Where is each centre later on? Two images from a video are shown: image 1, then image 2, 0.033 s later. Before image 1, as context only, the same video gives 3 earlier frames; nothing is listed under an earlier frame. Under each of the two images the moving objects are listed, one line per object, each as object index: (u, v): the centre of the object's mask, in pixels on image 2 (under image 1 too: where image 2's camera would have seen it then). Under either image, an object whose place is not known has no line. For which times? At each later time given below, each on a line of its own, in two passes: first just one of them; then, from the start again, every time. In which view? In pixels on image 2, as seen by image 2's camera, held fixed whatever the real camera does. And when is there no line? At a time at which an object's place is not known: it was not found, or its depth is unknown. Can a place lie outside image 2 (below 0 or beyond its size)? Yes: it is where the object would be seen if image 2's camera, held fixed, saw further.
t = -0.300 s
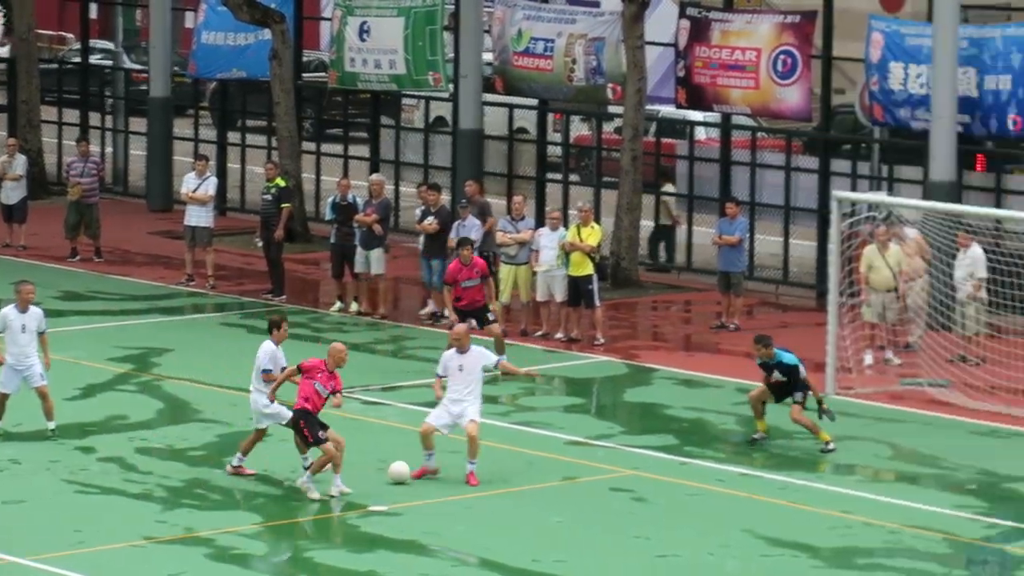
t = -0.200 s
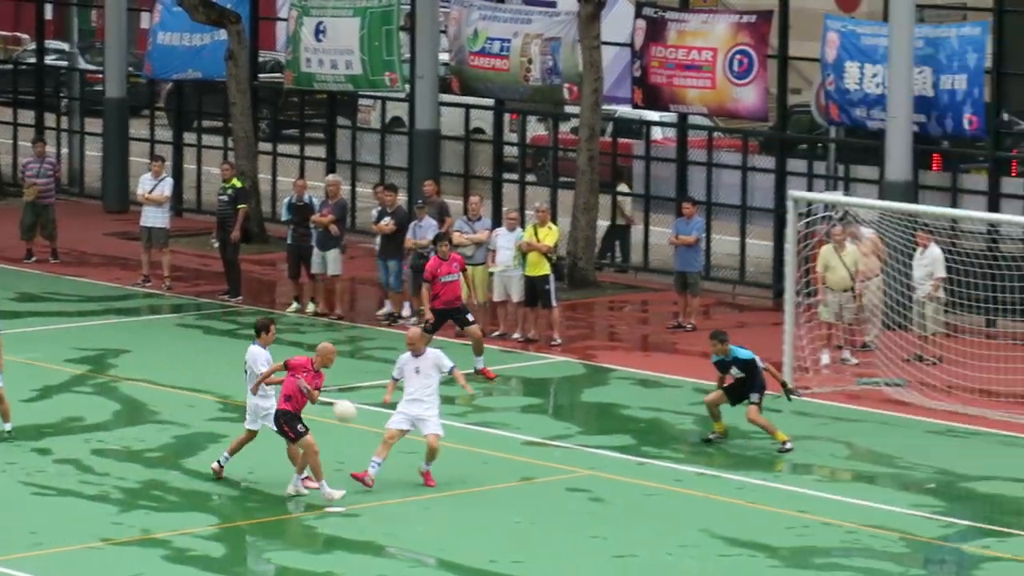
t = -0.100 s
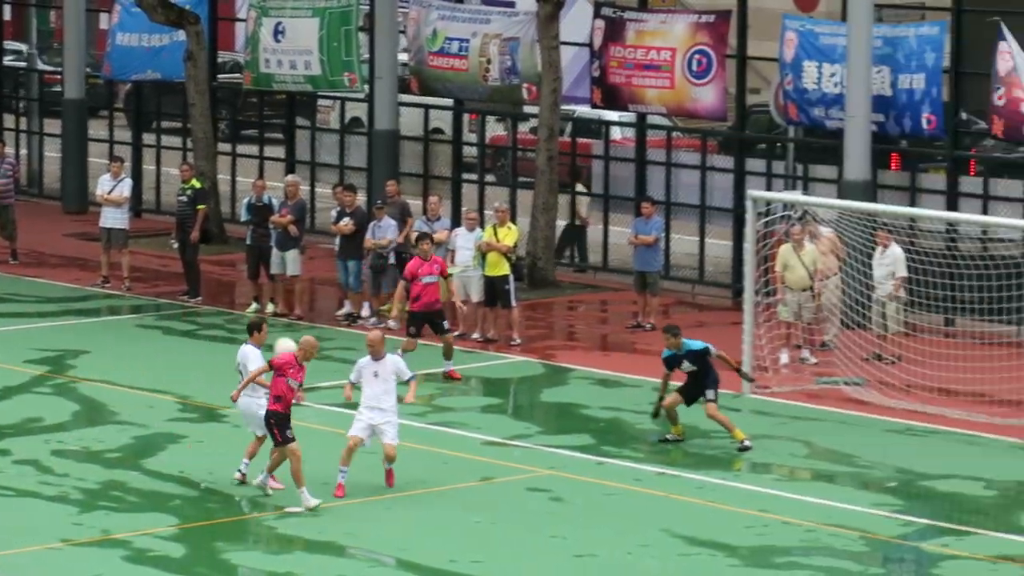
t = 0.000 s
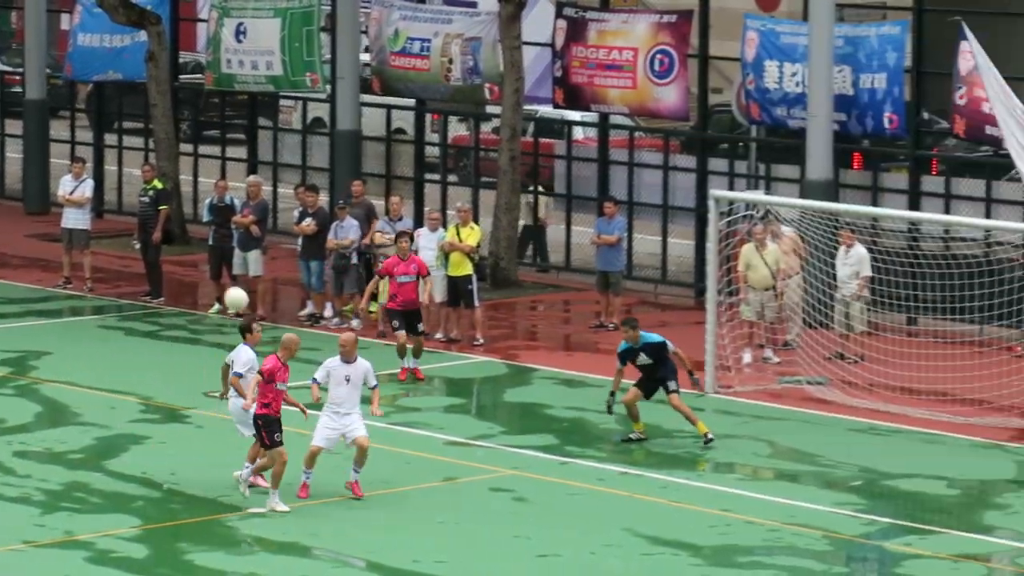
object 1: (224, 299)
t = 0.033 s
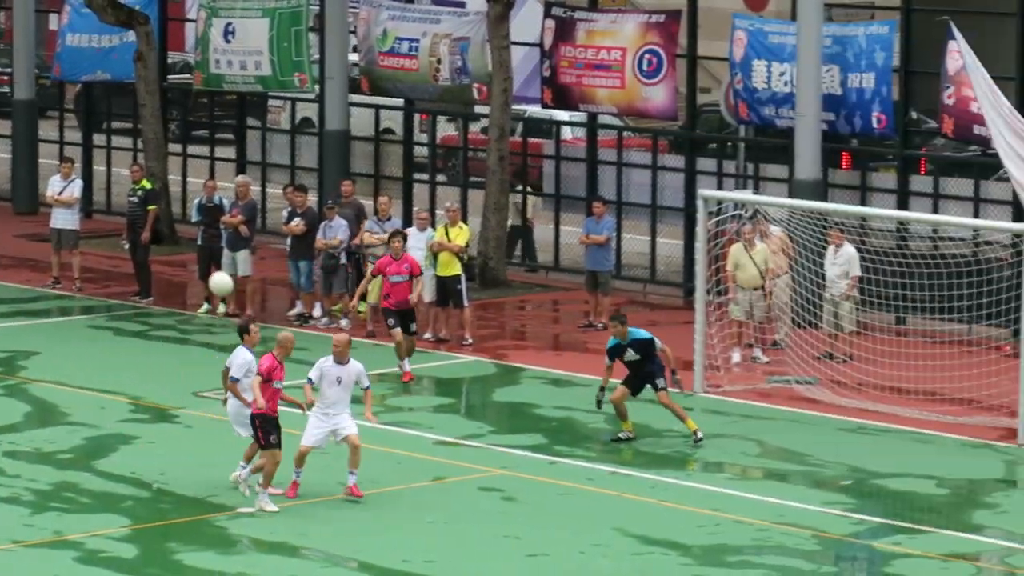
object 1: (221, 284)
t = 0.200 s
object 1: (201, 224)
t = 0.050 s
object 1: (219, 276)
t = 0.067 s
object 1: (217, 270)
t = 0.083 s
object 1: (214, 263)
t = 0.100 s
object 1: (212, 257)
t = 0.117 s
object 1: (210, 251)
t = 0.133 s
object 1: (209, 245)
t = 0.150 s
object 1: (207, 240)
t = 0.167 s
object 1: (205, 234)
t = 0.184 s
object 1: (203, 229)
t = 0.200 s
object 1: (201, 224)
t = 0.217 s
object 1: (199, 219)
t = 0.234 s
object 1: (197, 215)
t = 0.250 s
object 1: (195, 211)
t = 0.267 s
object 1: (193, 207)
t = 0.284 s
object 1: (191, 204)
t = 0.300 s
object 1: (189, 201)
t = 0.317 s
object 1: (187, 198)
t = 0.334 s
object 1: (185, 196)
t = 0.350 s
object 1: (184, 194)
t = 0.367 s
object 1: (182, 191)
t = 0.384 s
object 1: (180, 190)
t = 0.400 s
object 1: (178, 188)
